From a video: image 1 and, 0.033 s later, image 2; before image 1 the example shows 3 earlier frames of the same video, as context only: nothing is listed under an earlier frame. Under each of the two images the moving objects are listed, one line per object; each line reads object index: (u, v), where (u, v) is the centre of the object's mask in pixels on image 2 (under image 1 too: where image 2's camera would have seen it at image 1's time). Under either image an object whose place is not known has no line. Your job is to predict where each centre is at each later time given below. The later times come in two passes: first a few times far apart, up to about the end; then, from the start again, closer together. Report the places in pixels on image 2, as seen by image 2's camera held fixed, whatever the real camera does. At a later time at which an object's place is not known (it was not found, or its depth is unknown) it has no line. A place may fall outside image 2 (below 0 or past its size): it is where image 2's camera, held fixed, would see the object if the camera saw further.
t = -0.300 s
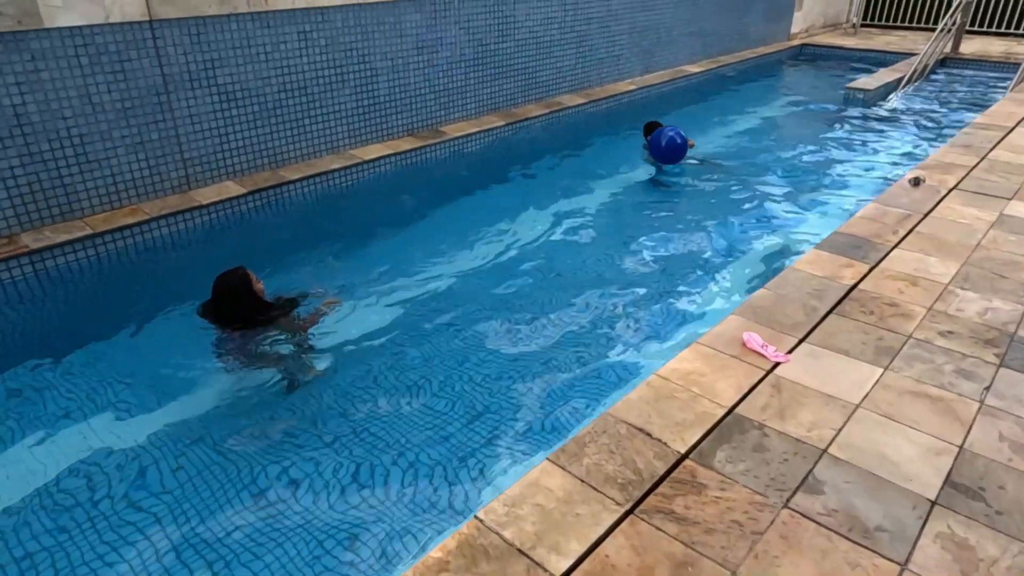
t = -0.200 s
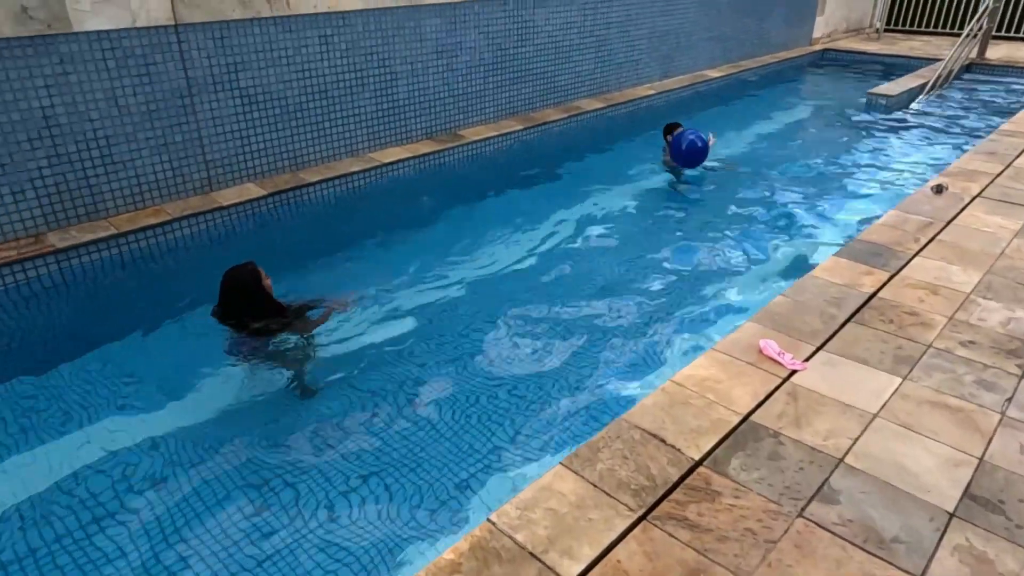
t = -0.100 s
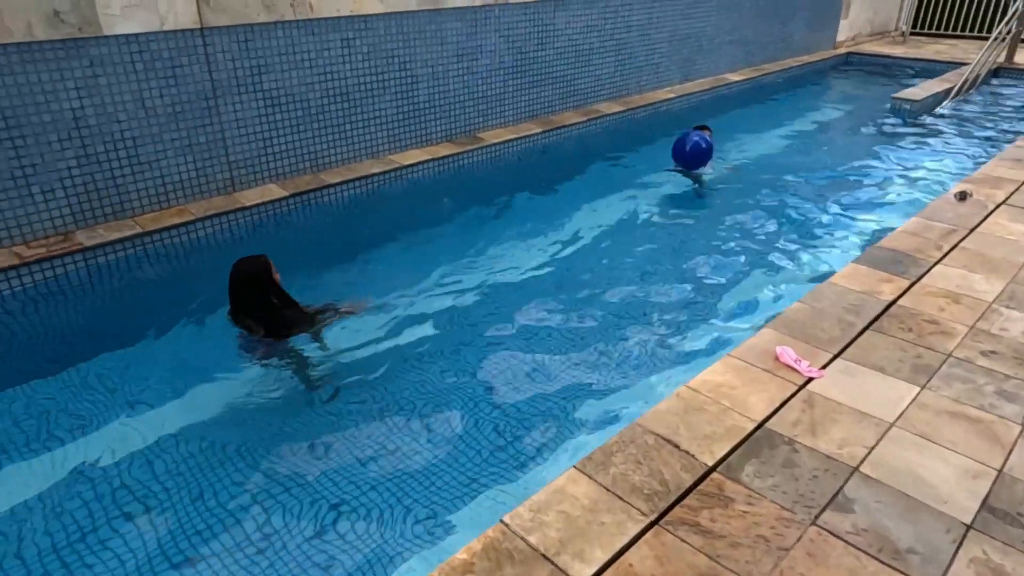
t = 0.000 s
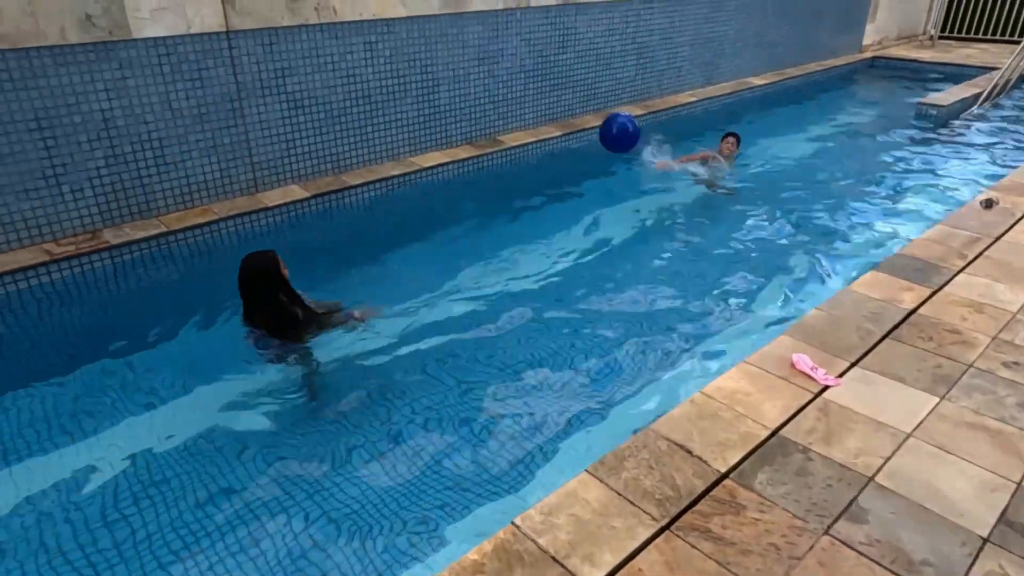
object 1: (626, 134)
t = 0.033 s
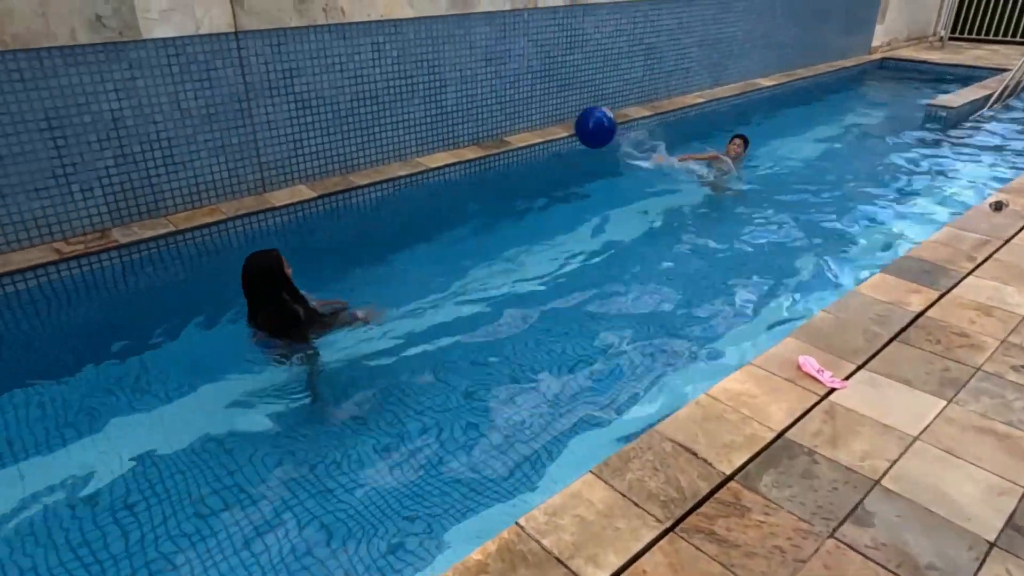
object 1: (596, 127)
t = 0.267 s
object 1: (387, 105)
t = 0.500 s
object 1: (339, 192)
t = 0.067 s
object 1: (564, 121)
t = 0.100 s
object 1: (534, 116)
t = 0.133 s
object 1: (503, 111)
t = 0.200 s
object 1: (444, 105)
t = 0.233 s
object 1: (415, 104)
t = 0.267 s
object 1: (387, 105)
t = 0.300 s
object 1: (360, 107)
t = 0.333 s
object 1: (355, 116)
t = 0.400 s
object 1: (348, 141)
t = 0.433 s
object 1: (345, 157)
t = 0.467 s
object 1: (342, 174)
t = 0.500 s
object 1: (339, 192)
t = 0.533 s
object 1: (337, 212)
